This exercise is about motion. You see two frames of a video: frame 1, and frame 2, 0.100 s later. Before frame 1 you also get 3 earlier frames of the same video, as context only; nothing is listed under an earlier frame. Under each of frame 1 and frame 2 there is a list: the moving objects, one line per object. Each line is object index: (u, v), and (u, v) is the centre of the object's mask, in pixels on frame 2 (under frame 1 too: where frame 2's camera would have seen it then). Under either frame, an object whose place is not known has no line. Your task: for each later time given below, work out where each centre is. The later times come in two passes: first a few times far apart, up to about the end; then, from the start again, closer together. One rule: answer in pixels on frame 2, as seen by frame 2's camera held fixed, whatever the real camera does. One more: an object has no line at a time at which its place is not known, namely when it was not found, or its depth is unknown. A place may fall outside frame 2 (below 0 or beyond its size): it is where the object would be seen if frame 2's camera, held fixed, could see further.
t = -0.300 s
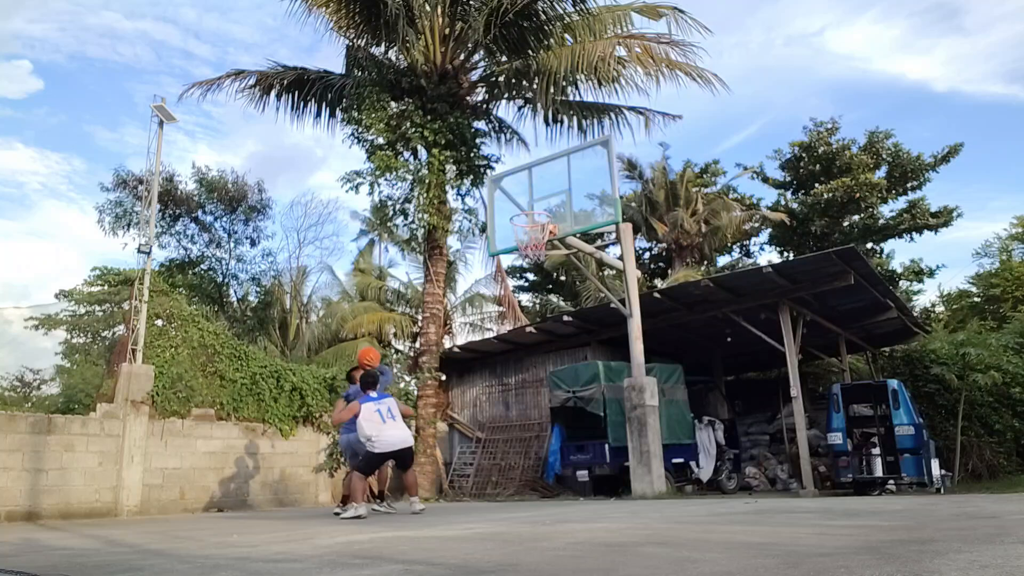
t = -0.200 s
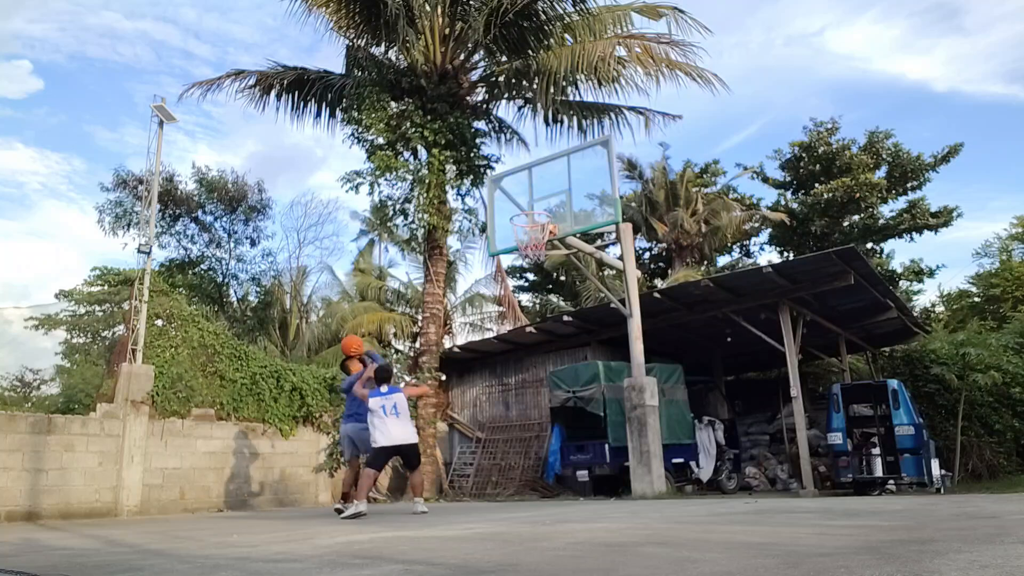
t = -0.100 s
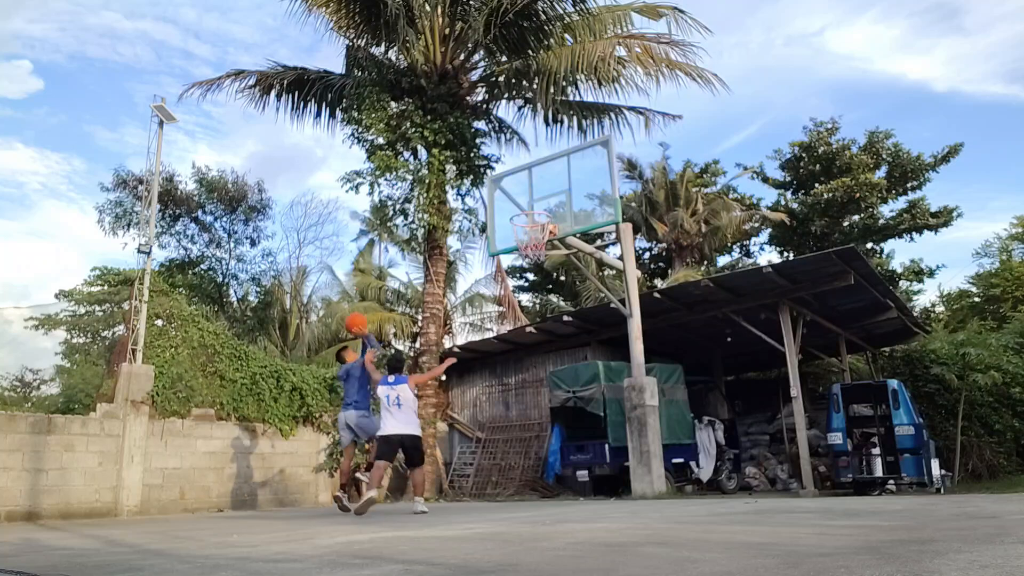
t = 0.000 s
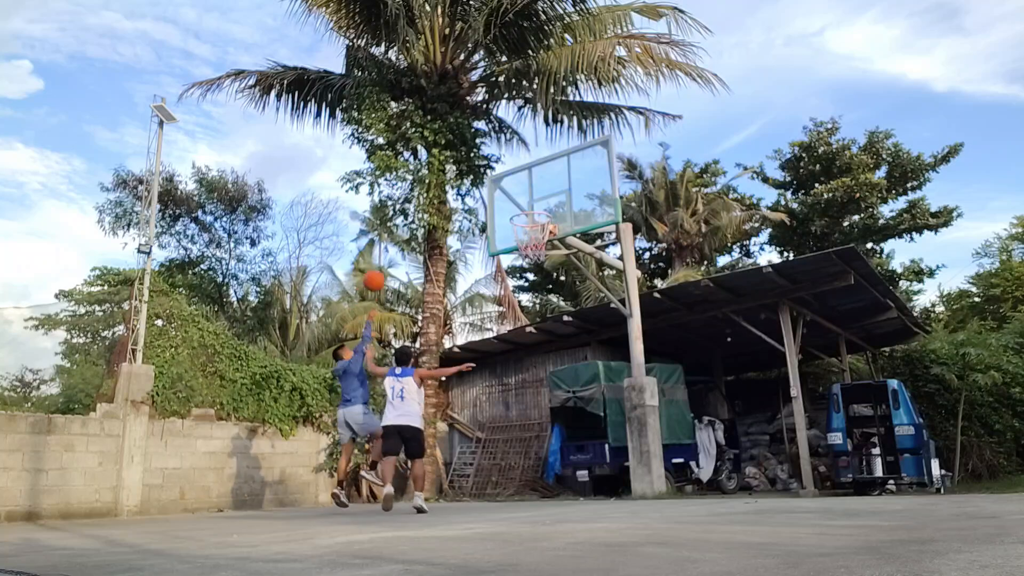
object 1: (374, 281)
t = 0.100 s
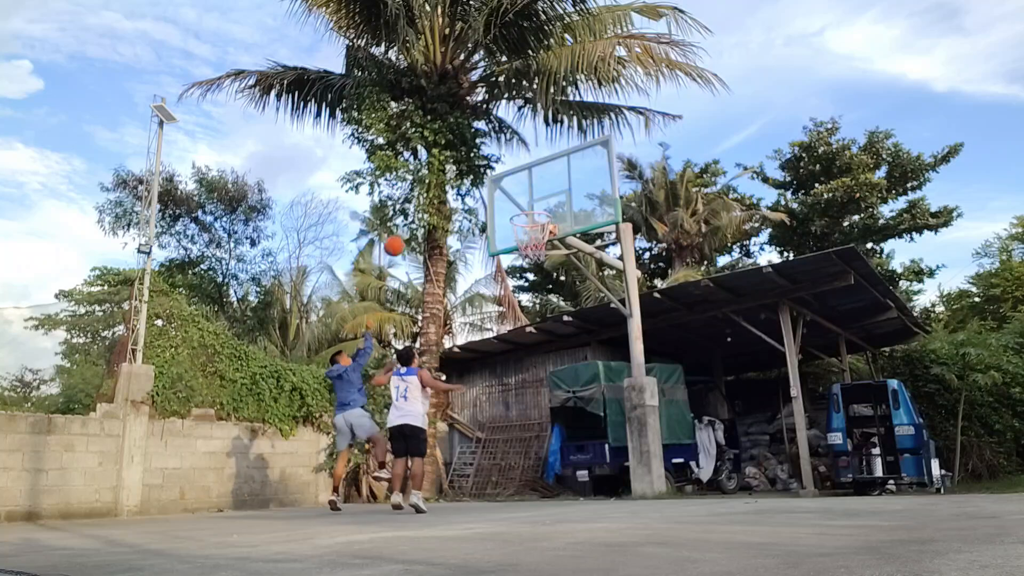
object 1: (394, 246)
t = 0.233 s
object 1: (415, 215)
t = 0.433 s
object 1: (451, 198)
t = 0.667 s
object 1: (482, 213)
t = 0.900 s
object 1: (520, 263)
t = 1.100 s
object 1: (548, 330)
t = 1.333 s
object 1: (581, 442)
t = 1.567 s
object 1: (584, 452)
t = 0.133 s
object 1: (400, 237)
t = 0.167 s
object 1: (407, 229)
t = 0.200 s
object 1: (411, 219)
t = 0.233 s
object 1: (415, 215)
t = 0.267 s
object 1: (424, 211)
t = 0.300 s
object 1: (430, 206)
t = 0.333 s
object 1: (435, 204)
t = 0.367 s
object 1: (440, 200)
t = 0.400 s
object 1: (445, 199)
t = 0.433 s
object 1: (451, 198)
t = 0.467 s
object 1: (456, 198)
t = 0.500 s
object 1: (461, 199)
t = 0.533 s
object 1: (466, 200)
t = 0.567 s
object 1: (471, 203)
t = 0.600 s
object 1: (476, 205)
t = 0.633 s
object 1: (479, 209)
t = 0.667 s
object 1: (482, 213)
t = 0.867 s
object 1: (514, 257)
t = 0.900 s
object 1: (520, 263)
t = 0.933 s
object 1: (524, 272)
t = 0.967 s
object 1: (529, 282)
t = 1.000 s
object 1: (535, 293)
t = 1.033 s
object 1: (539, 305)
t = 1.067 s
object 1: (544, 317)
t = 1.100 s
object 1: (548, 330)
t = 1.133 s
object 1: (553, 344)
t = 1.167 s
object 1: (558, 358)
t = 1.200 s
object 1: (563, 373)
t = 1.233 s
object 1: (567, 389)
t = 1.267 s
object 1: (572, 406)
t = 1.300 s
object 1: (577, 424)
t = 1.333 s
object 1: (581, 442)
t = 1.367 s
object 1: (586, 461)
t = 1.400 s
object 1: (591, 480)
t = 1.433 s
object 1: (595, 495)
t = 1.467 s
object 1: (598, 483)
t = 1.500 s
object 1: (597, 470)
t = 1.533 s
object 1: (590, 461)
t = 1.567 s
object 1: (584, 452)
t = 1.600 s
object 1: (577, 446)
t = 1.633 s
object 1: (570, 439)
